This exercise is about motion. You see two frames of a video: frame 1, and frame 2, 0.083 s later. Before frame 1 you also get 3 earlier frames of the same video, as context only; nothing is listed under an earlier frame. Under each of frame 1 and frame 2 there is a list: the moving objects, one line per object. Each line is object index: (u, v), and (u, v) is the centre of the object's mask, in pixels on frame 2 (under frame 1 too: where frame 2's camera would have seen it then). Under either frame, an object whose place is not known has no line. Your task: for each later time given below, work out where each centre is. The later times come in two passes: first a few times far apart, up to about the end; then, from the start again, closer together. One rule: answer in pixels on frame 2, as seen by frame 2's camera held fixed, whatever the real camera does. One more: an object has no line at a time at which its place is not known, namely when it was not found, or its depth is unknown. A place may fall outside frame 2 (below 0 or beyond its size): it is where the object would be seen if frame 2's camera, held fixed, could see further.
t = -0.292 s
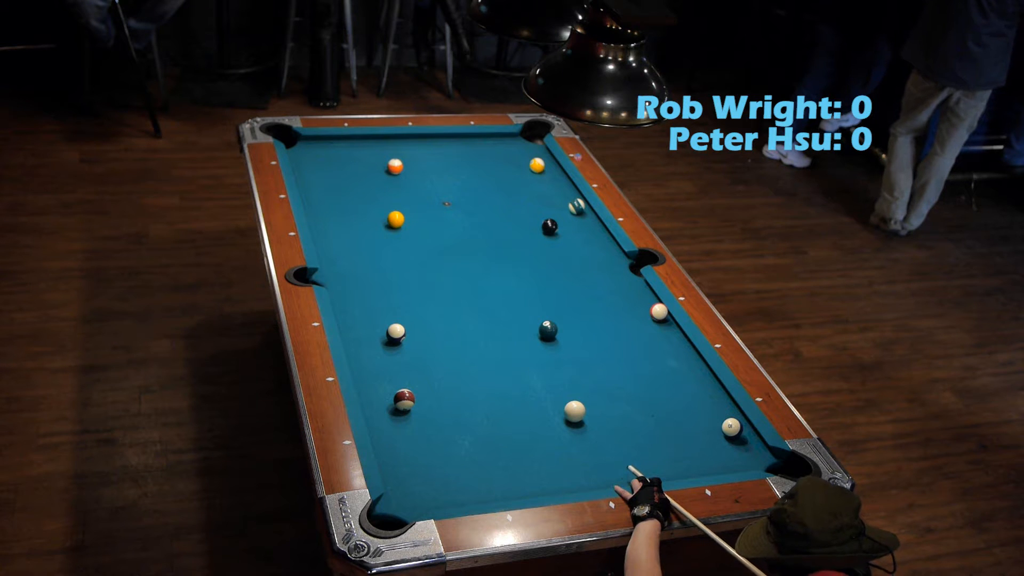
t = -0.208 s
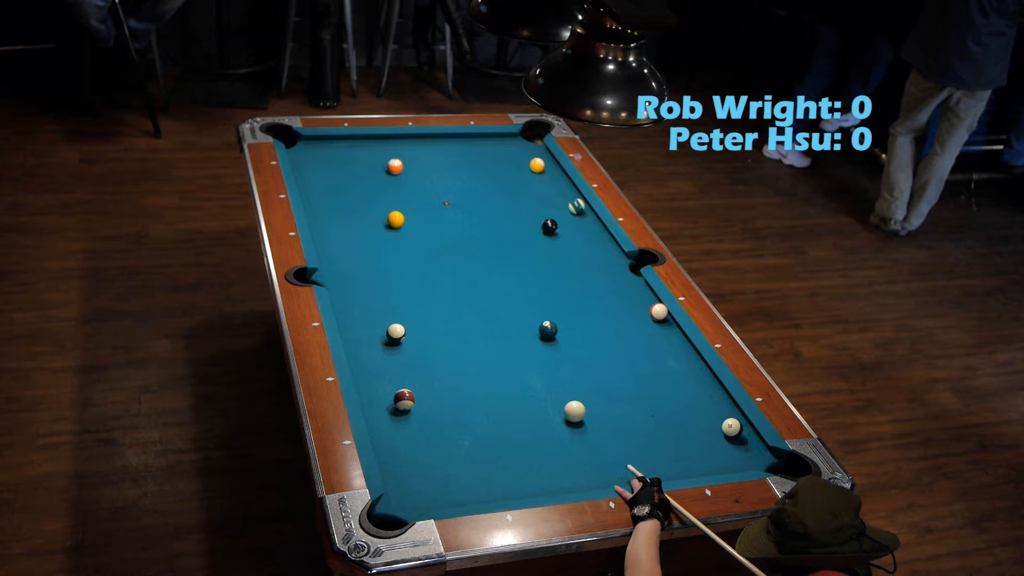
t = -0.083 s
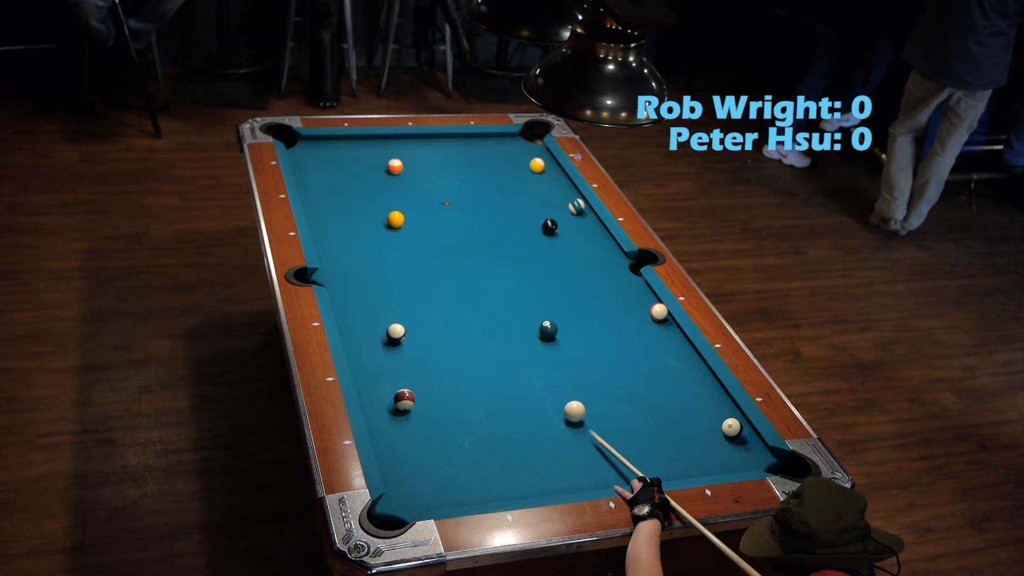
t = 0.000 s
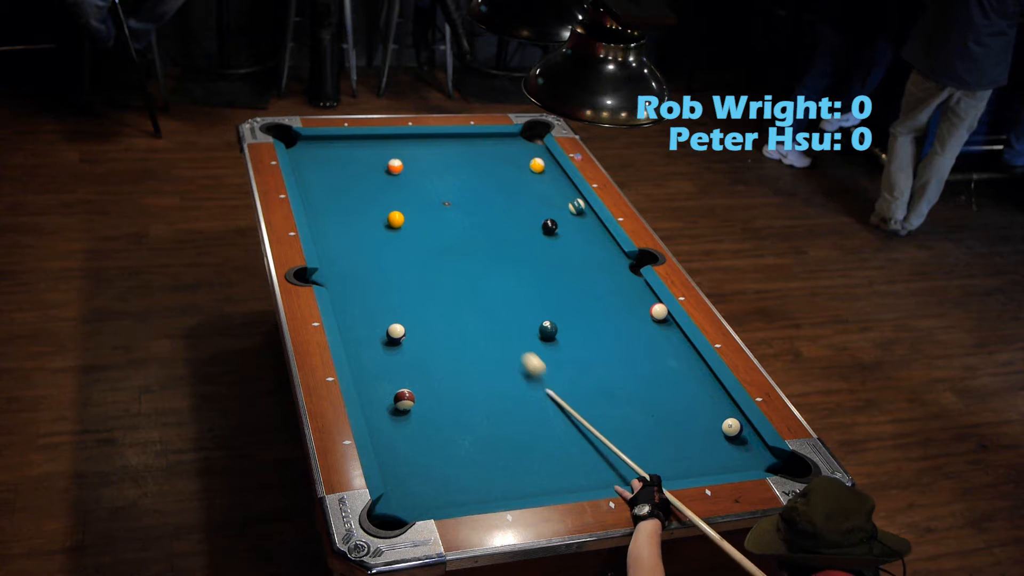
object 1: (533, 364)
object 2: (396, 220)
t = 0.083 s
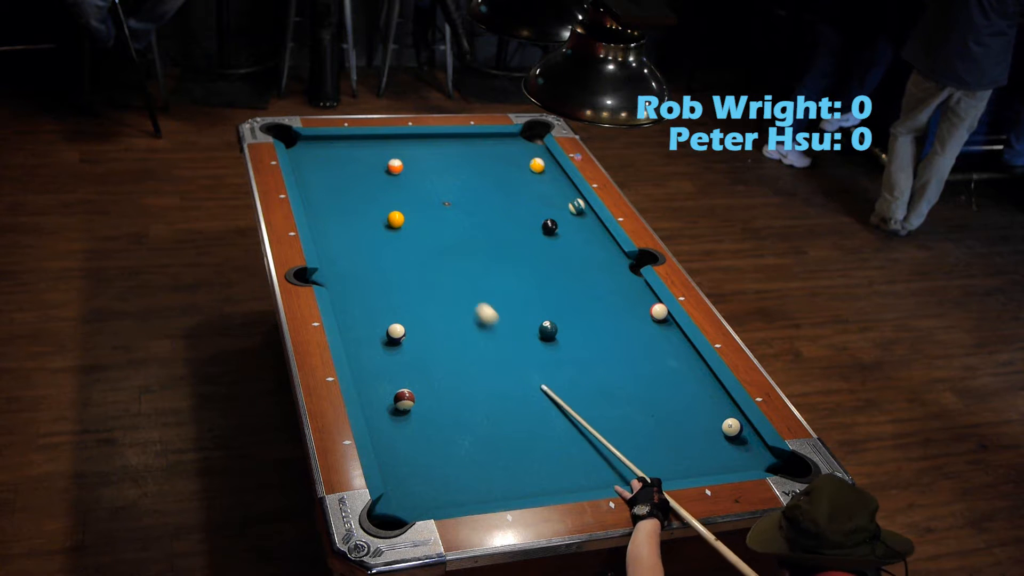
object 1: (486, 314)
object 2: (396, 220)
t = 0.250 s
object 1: (413, 235)
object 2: (396, 220)
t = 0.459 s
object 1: (415, 227)
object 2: (330, 161)
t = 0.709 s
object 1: (428, 232)
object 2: (306, 156)
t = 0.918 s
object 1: (438, 235)
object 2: (332, 170)
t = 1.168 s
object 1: (449, 238)
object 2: (363, 188)
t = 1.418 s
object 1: (457, 241)
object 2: (395, 206)
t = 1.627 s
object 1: (463, 243)
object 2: (421, 220)
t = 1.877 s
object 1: (469, 245)
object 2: (452, 238)
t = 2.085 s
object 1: (489, 254)
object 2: (459, 245)
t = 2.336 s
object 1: (511, 264)
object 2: (466, 252)
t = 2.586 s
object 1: (533, 274)
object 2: (473, 259)
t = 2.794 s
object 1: (550, 281)
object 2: (478, 264)
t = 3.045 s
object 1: (569, 290)
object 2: (483, 269)
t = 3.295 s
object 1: (587, 299)
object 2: (487, 273)
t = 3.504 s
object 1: (601, 305)
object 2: (490, 276)
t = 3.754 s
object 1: (617, 313)
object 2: (494, 279)
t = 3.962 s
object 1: (629, 319)
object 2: (496, 281)
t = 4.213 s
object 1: (642, 326)
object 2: (497, 282)
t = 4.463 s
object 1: (653, 331)
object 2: (497, 282)
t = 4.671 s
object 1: (662, 335)
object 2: (497, 282)
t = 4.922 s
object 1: (671, 340)
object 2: (497, 282)
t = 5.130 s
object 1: (677, 343)
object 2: (497, 282)
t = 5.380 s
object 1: (684, 346)
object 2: (497, 282)
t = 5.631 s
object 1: (685, 348)
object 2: (497, 282)
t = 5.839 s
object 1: (685, 349)
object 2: (497, 282)
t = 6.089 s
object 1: (684, 349)
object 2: (497, 282)
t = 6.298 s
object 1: (684, 349)
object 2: (497, 282)
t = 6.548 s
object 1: (684, 349)
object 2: (497, 282)
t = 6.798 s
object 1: (684, 349)
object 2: (497, 282)
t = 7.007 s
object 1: (684, 349)
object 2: (497, 282)
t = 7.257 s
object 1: (684, 349)
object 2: (497, 282)
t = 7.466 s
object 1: (684, 349)
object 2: (497, 282)
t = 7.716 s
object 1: (684, 349)
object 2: (497, 282)
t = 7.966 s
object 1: (684, 349)
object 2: (497, 282)
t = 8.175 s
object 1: (684, 349)
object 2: (497, 282)
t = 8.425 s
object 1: (684, 349)
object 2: (497, 282)
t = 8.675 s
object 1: (684, 349)
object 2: (497, 282)
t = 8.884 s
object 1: (684, 349)
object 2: (497, 282)
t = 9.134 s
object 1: (684, 349)
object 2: (497, 282)
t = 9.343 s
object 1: (684, 349)
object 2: (497, 282)
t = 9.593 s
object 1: (684, 349)
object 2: (497, 282)
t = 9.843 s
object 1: (684, 349)
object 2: (497, 282)
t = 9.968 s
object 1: (684, 349)
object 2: (497, 282)
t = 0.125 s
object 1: (466, 292)
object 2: (396, 220)
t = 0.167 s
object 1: (447, 271)
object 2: (396, 220)
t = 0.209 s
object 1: (429, 252)
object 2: (396, 220)
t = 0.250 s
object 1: (413, 235)
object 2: (396, 220)
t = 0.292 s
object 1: (406, 226)
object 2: (388, 211)
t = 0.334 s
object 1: (408, 226)
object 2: (372, 198)
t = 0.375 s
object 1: (410, 226)
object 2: (357, 184)
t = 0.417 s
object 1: (412, 227)
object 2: (343, 172)
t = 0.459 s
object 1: (415, 227)
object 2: (330, 161)
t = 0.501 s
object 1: (417, 228)
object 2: (318, 150)
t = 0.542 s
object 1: (419, 229)
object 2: (307, 140)
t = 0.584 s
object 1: (422, 230)
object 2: (299, 143)
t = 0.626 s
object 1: (424, 230)
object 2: (293, 148)
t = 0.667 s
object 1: (426, 231)
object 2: (299, 152)
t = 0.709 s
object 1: (428, 232)
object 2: (306, 156)
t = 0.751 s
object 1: (430, 232)
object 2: (311, 159)
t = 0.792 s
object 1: (432, 233)
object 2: (316, 162)
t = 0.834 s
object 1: (434, 234)
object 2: (321, 164)
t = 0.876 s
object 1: (436, 234)
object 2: (327, 167)
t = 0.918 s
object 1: (438, 235)
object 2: (332, 170)
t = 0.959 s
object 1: (440, 235)
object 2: (337, 173)
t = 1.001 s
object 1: (442, 236)
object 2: (342, 176)
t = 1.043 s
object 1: (444, 236)
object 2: (348, 179)
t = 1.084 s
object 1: (445, 237)
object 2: (353, 182)
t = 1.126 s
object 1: (447, 238)
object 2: (358, 185)
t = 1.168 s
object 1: (449, 238)
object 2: (363, 188)
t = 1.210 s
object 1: (450, 238)
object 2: (368, 191)
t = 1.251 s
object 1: (452, 239)
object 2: (374, 194)
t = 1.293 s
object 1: (453, 239)
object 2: (379, 197)
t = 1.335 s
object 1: (455, 240)
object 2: (384, 200)
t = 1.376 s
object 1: (456, 240)
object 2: (389, 203)
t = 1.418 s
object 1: (457, 241)
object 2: (395, 206)
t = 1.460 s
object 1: (459, 241)
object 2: (400, 208)
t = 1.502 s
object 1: (460, 242)
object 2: (405, 211)
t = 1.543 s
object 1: (461, 242)
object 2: (410, 214)
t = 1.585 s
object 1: (462, 243)
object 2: (416, 217)
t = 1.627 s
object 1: (463, 243)
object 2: (421, 220)
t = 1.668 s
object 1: (464, 243)
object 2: (426, 223)
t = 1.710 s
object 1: (465, 244)
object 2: (431, 226)
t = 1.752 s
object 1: (466, 244)
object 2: (436, 229)
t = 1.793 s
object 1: (467, 244)
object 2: (442, 232)
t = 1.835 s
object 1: (468, 245)
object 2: (447, 235)
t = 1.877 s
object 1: (469, 245)
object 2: (452, 238)
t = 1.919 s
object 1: (472, 247)
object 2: (455, 240)
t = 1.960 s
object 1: (477, 249)
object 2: (455, 241)
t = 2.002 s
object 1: (481, 250)
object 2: (457, 242)
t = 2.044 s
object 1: (485, 252)
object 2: (458, 244)
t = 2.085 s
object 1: (489, 254)
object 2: (459, 245)
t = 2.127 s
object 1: (493, 256)
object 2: (461, 246)
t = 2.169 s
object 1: (496, 257)
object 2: (462, 248)
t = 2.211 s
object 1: (500, 259)
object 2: (463, 249)
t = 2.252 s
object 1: (504, 261)
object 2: (464, 250)
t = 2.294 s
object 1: (508, 262)
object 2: (465, 251)
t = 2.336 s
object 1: (511, 264)
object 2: (466, 252)
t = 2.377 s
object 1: (515, 266)
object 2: (468, 253)
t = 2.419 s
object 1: (519, 267)
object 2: (469, 255)
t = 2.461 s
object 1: (522, 269)
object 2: (470, 256)
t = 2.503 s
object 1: (526, 271)
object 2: (471, 257)
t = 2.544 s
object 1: (529, 272)
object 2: (472, 258)
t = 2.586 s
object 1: (533, 274)
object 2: (473, 259)
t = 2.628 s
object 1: (537, 275)
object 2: (474, 260)
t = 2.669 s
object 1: (540, 277)
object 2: (475, 261)
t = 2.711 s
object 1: (543, 278)
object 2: (476, 262)
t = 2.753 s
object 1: (547, 280)
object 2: (477, 263)
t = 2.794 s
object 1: (550, 281)
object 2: (478, 264)
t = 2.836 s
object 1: (553, 283)
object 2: (478, 265)
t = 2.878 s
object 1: (557, 284)
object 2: (480, 266)
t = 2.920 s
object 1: (560, 286)
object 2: (480, 266)
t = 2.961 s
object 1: (563, 287)
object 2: (481, 267)
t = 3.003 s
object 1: (566, 289)
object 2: (482, 268)
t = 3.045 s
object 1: (569, 290)
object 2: (483, 269)
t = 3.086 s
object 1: (572, 292)
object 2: (484, 270)
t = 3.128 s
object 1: (575, 293)
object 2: (484, 270)
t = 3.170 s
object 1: (579, 294)
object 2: (485, 271)
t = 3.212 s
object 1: (582, 296)
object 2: (486, 272)
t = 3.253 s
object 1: (584, 297)
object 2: (487, 273)
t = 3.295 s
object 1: (587, 299)
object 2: (487, 273)
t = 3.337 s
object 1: (590, 300)
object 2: (488, 274)
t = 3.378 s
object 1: (593, 301)
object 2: (488, 274)
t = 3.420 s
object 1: (596, 303)
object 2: (489, 275)
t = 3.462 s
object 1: (599, 304)
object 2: (490, 276)
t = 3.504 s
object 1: (601, 305)
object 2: (490, 276)
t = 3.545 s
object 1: (604, 307)
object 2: (491, 277)
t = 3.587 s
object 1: (607, 308)
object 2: (492, 277)
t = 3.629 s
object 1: (609, 309)
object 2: (492, 278)
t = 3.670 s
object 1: (612, 311)
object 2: (493, 278)
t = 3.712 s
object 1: (615, 312)
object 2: (493, 279)
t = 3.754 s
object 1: (617, 313)
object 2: (494, 279)
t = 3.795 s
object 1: (619, 314)
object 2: (494, 279)
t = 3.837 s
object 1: (622, 315)
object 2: (494, 280)
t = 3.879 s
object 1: (624, 317)
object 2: (495, 280)
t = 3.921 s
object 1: (627, 318)
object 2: (495, 280)
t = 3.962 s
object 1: (629, 319)
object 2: (496, 281)
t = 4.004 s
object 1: (631, 320)
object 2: (496, 281)
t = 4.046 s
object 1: (633, 321)
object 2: (496, 281)
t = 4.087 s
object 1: (635, 322)
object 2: (497, 281)
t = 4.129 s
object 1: (638, 323)
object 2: (497, 281)
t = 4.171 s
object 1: (640, 324)
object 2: (497, 282)
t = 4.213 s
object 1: (642, 326)
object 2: (497, 282)
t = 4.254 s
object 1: (644, 326)
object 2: (497, 282)
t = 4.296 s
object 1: (646, 327)
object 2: (497, 282)
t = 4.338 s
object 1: (648, 328)
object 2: (497, 282)
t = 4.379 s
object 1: (650, 329)
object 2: (497, 282)
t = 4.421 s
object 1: (651, 330)
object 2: (497, 282)
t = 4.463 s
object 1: (653, 331)
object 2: (497, 282)
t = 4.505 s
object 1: (655, 332)
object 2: (497, 282)
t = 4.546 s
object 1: (657, 333)
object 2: (497, 282)
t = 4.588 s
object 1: (659, 334)
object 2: (497, 282)
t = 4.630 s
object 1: (660, 334)
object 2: (497, 282)
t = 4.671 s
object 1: (662, 335)
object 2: (497, 282)
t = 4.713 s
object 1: (663, 336)
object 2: (497, 282)
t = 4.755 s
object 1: (665, 337)
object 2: (497, 282)
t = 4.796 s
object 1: (666, 338)
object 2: (497, 282)
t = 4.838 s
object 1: (668, 338)
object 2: (497, 282)
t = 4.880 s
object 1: (669, 339)
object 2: (497, 282)
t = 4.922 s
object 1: (671, 340)
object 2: (497, 282)
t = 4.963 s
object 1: (672, 340)
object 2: (497, 282)
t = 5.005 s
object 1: (673, 341)
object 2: (497, 282)
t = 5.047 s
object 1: (675, 342)
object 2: (497, 282)
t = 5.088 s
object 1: (676, 342)
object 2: (497, 282)
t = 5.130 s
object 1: (677, 343)
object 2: (497, 282)
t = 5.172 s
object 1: (678, 343)
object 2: (497, 282)
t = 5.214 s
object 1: (680, 344)
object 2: (497, 282)
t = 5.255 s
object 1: (681, 344)
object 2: (497, 282)
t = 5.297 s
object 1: (682, 345)
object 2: (497, 282)
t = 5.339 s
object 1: (683, 346)
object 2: (497, 282)
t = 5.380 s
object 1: (684, 346)
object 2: (497, 282)
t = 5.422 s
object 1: (685, 346)
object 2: (497, 282)
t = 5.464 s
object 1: (685, 347)
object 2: (497, 282)
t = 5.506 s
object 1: (685, 347)
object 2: (497, 282)
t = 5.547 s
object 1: (685, 347)
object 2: (497, 282)
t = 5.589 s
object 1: (685, 347)
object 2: (497, 282)
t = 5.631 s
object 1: (685, 348)
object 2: (497, 282)
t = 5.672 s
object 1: (685, 348)
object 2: (497, 282)
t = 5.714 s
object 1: (685, 348)
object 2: (497, 282)
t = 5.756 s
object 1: (685, 348)
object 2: (497, 282)
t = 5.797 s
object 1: (685, 348)
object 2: (497, 282)
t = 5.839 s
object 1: (685, 349)
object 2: (497, 282)
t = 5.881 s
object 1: (685, 348)
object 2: (497, 282)
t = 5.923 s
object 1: (685, 348)
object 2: (497, 282)
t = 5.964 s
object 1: (685, 348)
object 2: (497, 282)
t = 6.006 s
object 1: (684, 349)
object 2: (497, 282)
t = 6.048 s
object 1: (684, 349)
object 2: (497, 282)
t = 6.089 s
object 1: (684, 349)
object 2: (497, 282)
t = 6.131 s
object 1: (684, 349)
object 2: (497, 282)
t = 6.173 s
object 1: (684, 349)
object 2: (497, 282)
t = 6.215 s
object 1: (684, 349)
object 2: (497, 282)
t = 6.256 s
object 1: (684, 349)
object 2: (497, 282)
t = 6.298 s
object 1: (684, 349)
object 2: (497, 282)
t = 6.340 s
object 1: (684, 349)
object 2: (497, 282)
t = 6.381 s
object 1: (684, 349)
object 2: (497, 282)
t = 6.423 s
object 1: (684, 349)
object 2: (497, 282)
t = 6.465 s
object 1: (684, 349)
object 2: (497, 282)
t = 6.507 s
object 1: (684, 349)
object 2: (497, 282)
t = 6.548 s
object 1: (684, 349)
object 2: (497, 282)
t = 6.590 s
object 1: (684, 349)
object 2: (497, 282)
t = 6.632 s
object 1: (684, 349)
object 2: (497, 282)
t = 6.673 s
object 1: (684, 349)
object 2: (497, 282)
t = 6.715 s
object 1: (684, 349)
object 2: (497, 282)
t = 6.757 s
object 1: (684, 349)
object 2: (497, 282)
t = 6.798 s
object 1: (684, 349)
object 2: (497, 282)
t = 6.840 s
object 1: (684, 349)
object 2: (497, 282)
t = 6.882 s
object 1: (684, 349)
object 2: (497, 282)
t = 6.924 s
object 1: (684, 349)
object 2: (497, 282)
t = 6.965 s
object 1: (684, 349)
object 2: (497, 282)
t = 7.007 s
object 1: (684, 349)
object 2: (497, 282)
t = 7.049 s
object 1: (684, 349)
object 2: (497, 282)
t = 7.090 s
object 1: (684, 349)
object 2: (497, 282)
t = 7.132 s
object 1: (684, 349)
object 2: (497, 282)
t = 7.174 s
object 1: (684, 349)
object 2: (497, 282)
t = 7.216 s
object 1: (684, 349)
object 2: (497, 282)
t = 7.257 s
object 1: (684, 349)
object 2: (497, 282)
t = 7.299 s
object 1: (684, 349)
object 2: (497, 282)
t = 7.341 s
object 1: (684, 349)
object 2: (497, 282)
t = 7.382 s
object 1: (684, 349)
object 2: (497, 282)
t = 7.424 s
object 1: (684, 349)
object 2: (497, 282)
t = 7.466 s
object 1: (684, 349)
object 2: (497, 282)
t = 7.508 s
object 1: (684, 349)
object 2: (497, 282)
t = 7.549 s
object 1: (684, 349)
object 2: (497, 282)
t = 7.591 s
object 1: (684, 349)
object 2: (497, 282)
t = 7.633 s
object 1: (684, 349)
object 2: (497, 282)
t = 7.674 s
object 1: (684, 349)
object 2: (497, 282)
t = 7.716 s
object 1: (684, 349)
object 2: (497, 282)
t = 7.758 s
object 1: (684, 349)
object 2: (497, 282)
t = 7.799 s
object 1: (684, 349)
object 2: (497, 282)
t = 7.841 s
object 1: (684, 349)
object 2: (497, 282)
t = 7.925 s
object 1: (684, 349)
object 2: (497, 282)
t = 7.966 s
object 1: (684, 349)
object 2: (497, 282)
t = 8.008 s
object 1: (684, 349)
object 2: (497, 282)
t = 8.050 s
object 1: (684, 349)
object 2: (497, 282)
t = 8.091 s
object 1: (684, 349)
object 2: (497, 282)
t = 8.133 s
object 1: (684, 349)
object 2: (497, 282)
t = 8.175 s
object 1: (684, 349)
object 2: (497, 282)
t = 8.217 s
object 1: (684, 349)
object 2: (497, 282)
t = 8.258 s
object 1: (684, 349)
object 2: (497, 282)
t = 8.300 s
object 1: (684, 349)
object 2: (497, 282)
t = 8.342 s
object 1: (684, 349)
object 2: (497, 282)
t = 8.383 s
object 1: (684, 349)
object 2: (497, 282)
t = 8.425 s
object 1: (684, 349)
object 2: (497, 282)
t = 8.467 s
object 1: (684, 349)
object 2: (497, 282)
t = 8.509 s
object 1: (684, 349)
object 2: (497, 282)
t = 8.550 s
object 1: (684, 349)
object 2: (497, 282)
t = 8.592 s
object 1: (684, 349)
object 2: (497, 282)
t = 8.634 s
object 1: (684, 349)
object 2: (497, 282)
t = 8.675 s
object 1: (684, 349)
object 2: (497, 282)
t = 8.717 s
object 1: (684, 349)
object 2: (497, 282)
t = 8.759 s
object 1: (684, 349)
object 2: (497, 282)
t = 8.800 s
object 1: (684, 349)
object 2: (497, 282)
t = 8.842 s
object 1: (684, 349)
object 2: (497, 282)
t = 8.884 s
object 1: (684, 349)
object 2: (497, 282)
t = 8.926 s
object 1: (684, 349)
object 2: (497, 282)
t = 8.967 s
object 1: (684, 349)
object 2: (497, 282)
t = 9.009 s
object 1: (684, 349)
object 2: (497, 282)
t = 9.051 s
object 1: (684, 349)
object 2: (497, 282)
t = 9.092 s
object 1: (684, 349)
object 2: (497, 282)
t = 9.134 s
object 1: (684, 349)
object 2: (497, 282)
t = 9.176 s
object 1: (684, 349)
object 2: (497, 282)
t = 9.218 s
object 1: (684, 349)
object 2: (497, 282)
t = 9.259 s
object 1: (684, 349)
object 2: (497, 282)
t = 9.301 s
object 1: (684, 349)
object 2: (497, 282)
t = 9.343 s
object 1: (684, 349)
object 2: (497, 282)
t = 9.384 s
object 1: (684, 349)
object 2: (497, 282)
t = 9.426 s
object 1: (684, 349)
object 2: (497, 282)
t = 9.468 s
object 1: (684, 349)
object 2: (497, 282)
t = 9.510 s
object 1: (684, 349)
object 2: (497, 282)
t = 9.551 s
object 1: (684, 349)
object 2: (497, 282)
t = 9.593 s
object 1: (684, 349)
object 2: (497, 282)
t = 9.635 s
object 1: (684, 349)
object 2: (497, 282)
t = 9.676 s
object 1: (684, 349)
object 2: (497, 282)
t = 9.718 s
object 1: (684, 349)
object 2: (497, 282)
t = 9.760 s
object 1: (684, 349)
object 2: (497, 282)
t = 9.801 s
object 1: (684, 349)
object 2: (497, 282)
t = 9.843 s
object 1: (684, 349)
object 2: (497, 282)
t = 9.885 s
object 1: (684, 349)
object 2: (497, 282)
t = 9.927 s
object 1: (684, 349)
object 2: (497, 282)
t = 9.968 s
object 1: (684, 349)
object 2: (497, 282)
